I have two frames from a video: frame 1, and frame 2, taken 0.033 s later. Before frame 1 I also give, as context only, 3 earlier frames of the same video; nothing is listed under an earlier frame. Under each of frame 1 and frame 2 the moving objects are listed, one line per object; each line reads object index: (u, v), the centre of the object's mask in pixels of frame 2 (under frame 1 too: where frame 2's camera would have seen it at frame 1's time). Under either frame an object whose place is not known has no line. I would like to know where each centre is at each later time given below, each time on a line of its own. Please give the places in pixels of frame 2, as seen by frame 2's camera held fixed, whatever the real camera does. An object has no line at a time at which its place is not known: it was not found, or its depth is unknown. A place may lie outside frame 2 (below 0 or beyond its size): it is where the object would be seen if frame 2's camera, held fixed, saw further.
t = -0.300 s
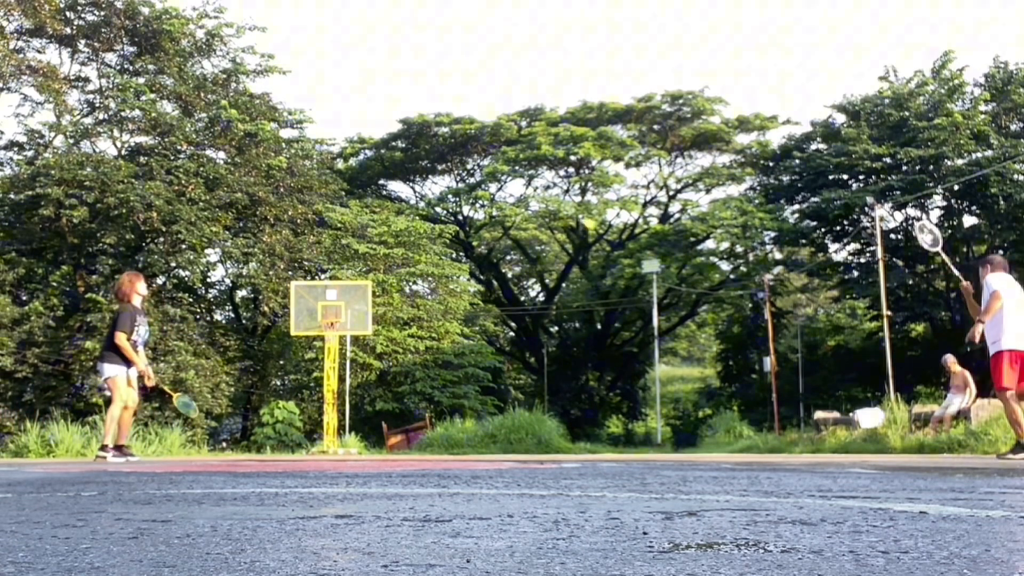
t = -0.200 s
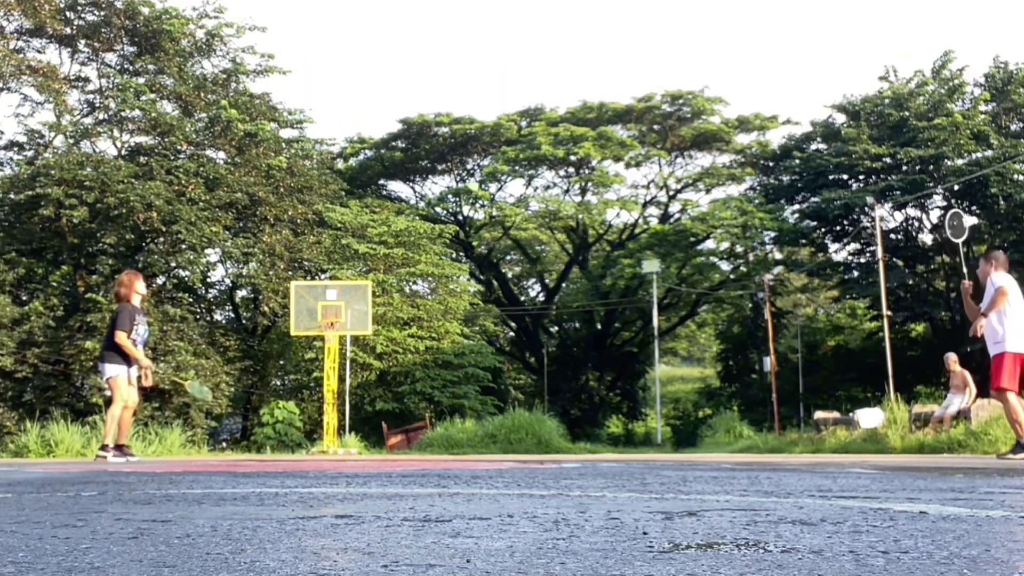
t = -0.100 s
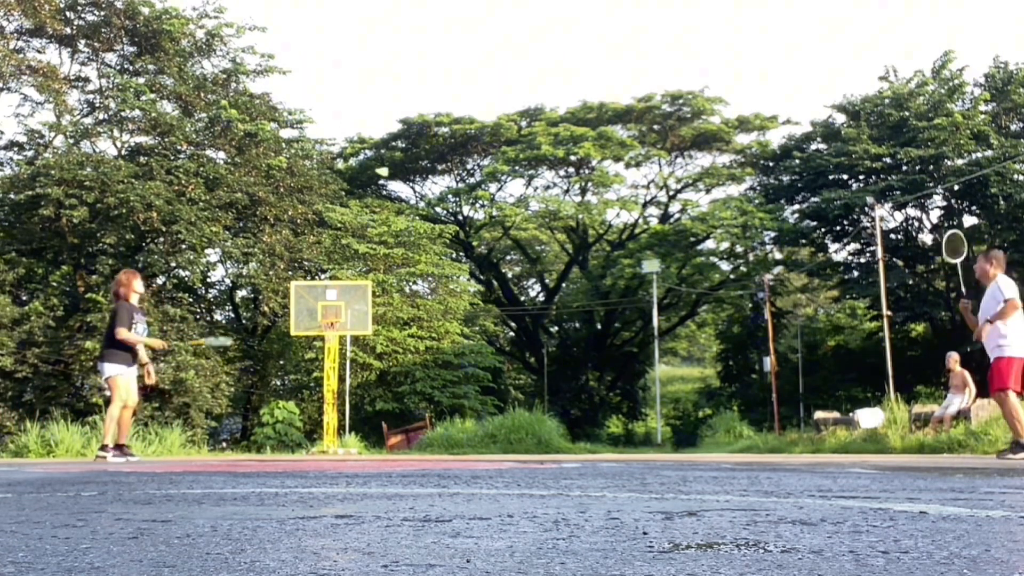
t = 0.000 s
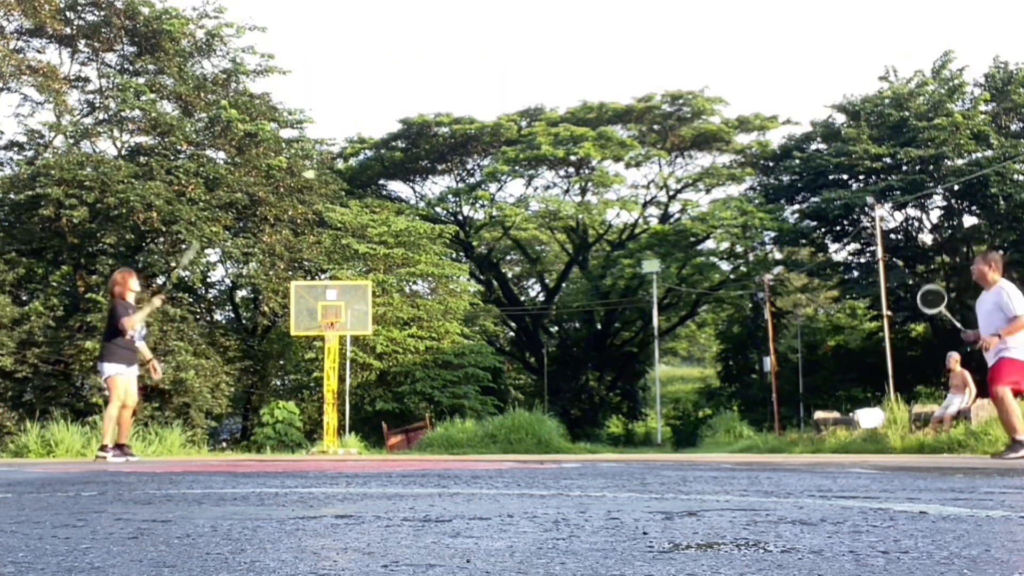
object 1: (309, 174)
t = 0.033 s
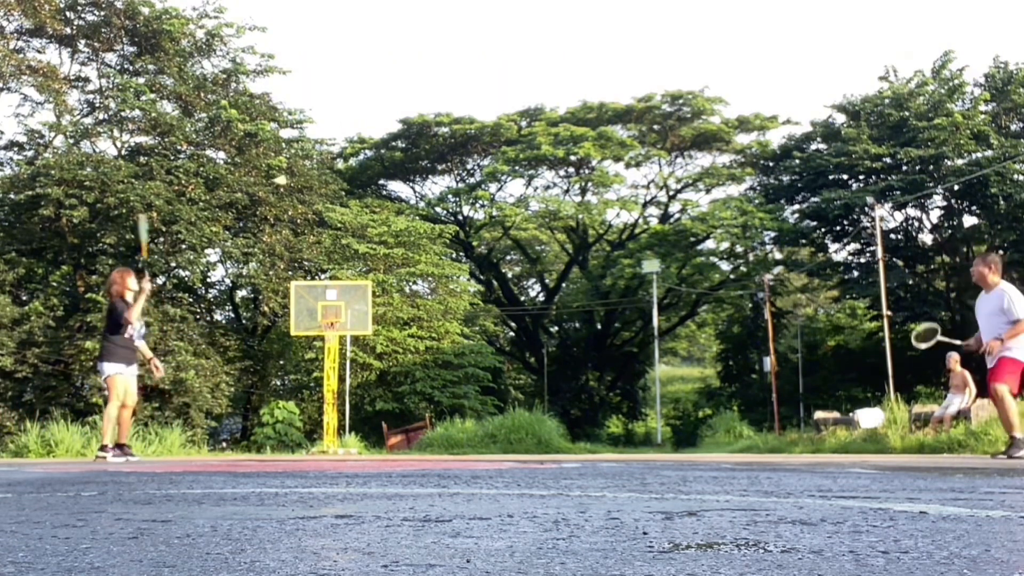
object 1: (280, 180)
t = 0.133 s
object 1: (222, 202)
